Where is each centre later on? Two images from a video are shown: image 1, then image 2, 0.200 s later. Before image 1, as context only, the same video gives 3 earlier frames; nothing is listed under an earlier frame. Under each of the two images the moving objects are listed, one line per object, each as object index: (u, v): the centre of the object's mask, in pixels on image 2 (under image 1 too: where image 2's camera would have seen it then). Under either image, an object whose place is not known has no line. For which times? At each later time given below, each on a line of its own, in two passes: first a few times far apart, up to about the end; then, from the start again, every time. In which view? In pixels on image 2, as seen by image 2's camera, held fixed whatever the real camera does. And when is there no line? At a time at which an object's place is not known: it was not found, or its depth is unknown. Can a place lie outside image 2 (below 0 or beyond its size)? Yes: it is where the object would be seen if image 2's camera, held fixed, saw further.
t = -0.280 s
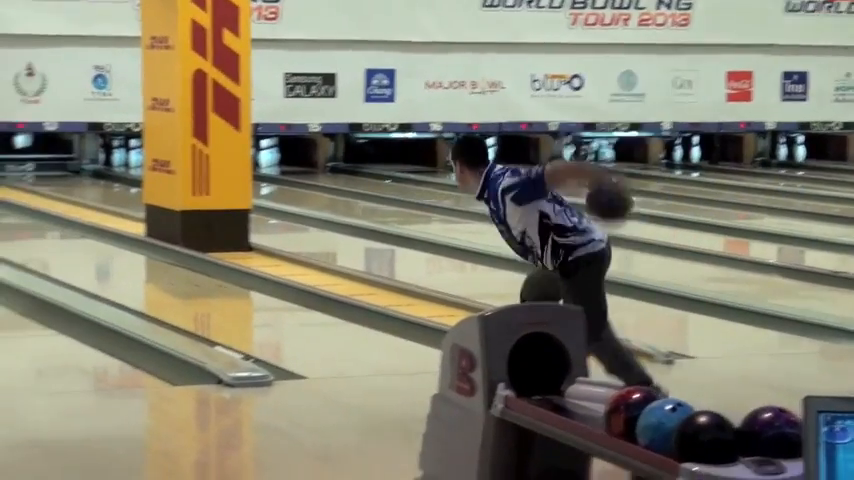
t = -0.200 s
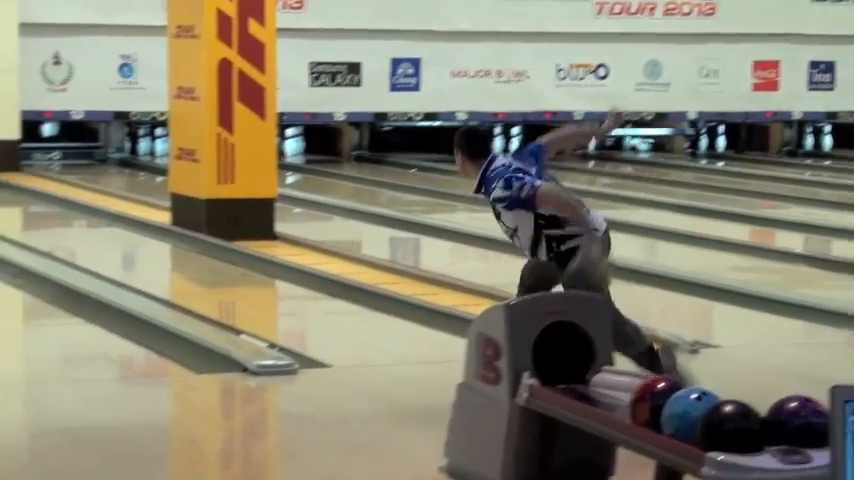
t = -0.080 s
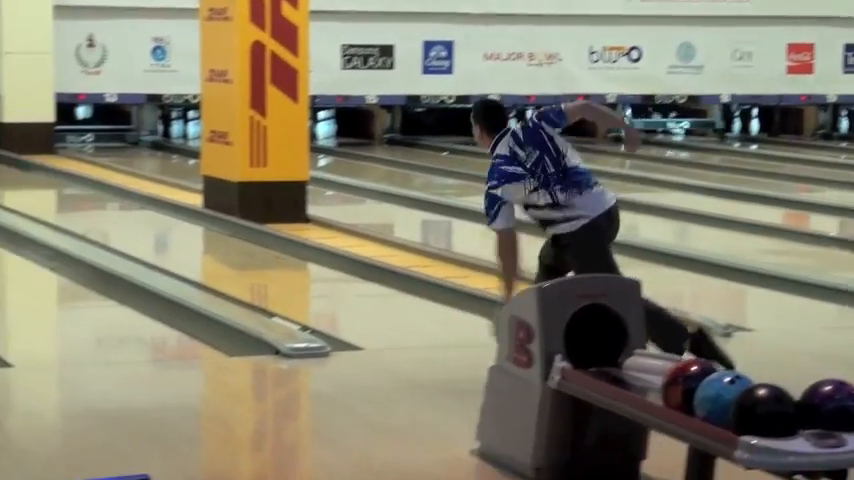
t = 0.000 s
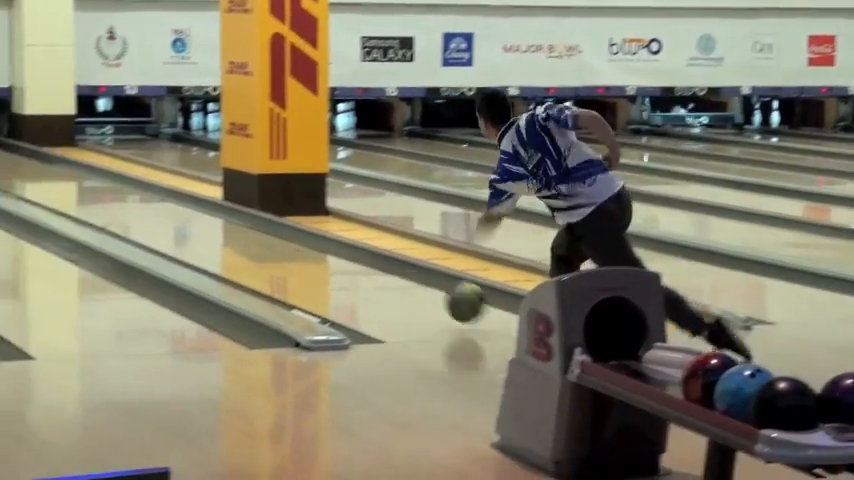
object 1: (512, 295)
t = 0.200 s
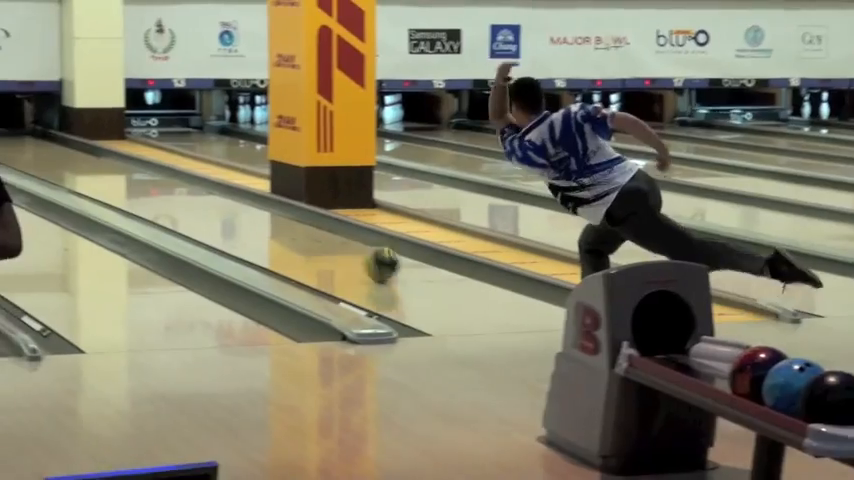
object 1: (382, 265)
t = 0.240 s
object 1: (359, 257)
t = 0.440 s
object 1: (263, 229)
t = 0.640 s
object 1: (184, 204)
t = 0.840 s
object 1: (121, 187)
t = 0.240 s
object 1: (359, 257)
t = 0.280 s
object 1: (338, 251)
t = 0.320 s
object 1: (319, 246)
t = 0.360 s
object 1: (298, 240)
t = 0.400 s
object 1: (281, 235)
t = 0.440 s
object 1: (263, 229)
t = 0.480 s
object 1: (245, 223)
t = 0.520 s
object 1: (230, 219)
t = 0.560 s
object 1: (214, 214)
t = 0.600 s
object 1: (199, 210)
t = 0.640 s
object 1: (184, 204)
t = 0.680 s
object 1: (171, 201)
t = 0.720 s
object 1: (158, 197)
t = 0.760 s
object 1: (145, 193)
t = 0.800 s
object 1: (132, 189)
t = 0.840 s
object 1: (121, 187)
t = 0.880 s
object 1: (109, 183)
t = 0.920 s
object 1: (98, 180)
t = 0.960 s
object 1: (88, 178)
